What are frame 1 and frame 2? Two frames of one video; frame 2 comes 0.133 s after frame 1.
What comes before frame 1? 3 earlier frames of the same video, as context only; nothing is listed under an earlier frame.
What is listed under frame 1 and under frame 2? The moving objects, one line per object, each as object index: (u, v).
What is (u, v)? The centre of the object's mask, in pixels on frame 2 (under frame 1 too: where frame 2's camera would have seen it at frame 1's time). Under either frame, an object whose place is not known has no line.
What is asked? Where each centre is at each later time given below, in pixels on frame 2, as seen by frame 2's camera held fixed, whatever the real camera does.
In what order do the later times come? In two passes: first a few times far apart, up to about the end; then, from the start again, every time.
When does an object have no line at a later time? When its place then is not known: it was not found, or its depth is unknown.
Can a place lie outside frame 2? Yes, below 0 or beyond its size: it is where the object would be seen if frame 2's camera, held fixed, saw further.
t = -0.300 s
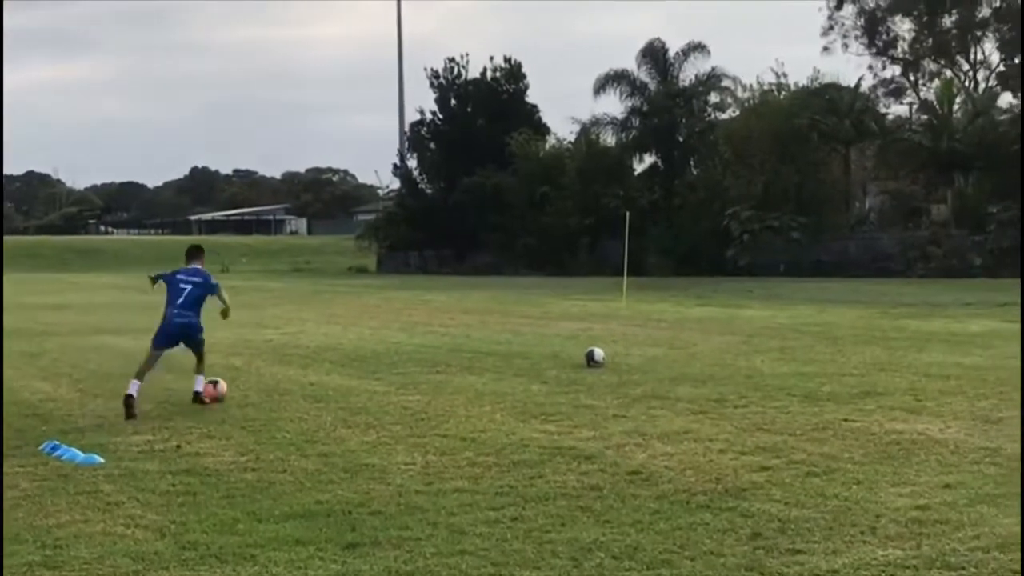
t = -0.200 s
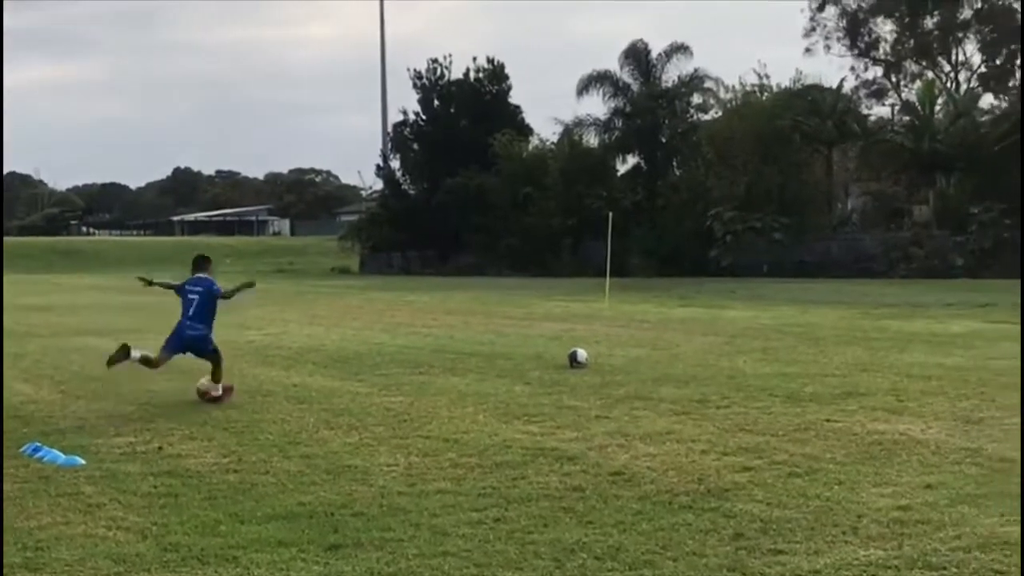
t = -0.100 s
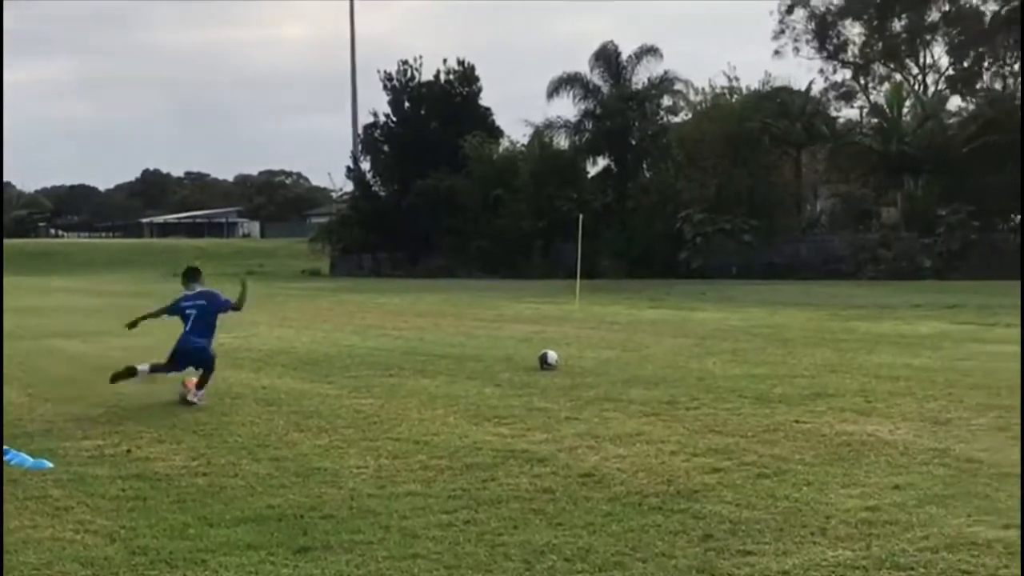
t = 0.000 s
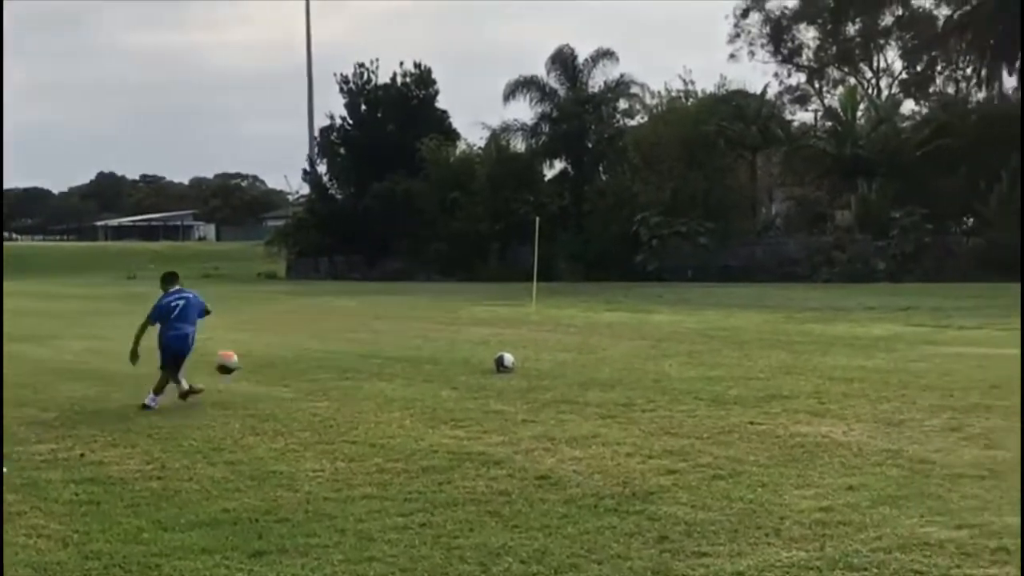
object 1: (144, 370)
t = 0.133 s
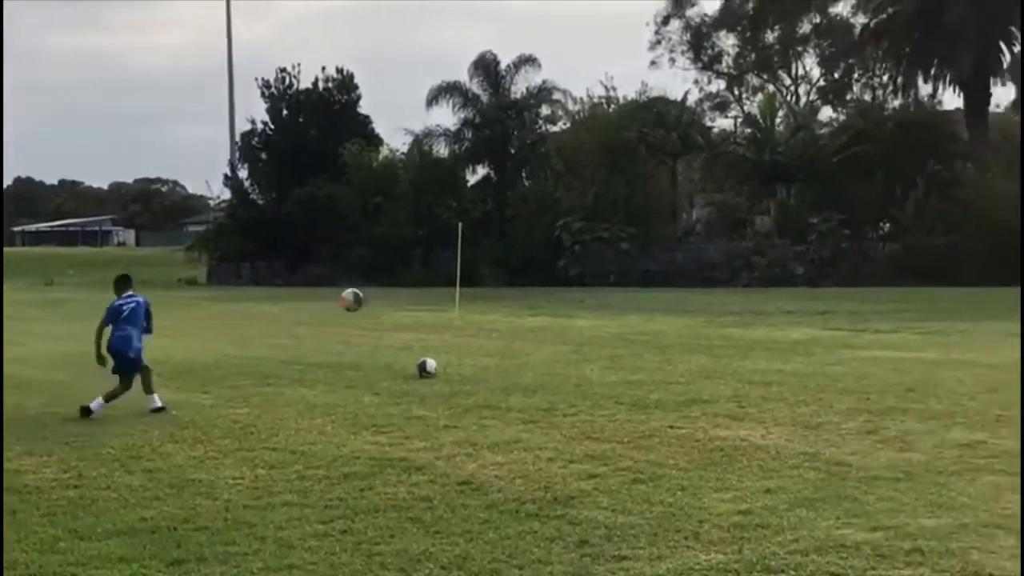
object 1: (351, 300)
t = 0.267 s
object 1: (527, 258)
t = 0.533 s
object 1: (823, 228)
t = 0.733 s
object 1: (1020, 246)
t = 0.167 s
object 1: (398, 286)
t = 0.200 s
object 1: (443, 276)
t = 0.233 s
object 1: (485, 266)
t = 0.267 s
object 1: (527, 258)
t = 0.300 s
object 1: (568, 250)
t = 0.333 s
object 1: (607, 243)
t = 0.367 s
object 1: (646, 237)
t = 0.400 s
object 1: (682, 234)
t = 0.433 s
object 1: (718, 231)
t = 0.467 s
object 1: (752, 228)
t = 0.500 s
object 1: (788, 228)
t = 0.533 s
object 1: (823, 228)
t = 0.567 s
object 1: (857, 230)
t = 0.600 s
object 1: (890, 231)
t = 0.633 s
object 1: (923, 234)
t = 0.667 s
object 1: (956, 237)
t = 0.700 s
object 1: (988, 241)
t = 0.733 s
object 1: (1020, 246)
